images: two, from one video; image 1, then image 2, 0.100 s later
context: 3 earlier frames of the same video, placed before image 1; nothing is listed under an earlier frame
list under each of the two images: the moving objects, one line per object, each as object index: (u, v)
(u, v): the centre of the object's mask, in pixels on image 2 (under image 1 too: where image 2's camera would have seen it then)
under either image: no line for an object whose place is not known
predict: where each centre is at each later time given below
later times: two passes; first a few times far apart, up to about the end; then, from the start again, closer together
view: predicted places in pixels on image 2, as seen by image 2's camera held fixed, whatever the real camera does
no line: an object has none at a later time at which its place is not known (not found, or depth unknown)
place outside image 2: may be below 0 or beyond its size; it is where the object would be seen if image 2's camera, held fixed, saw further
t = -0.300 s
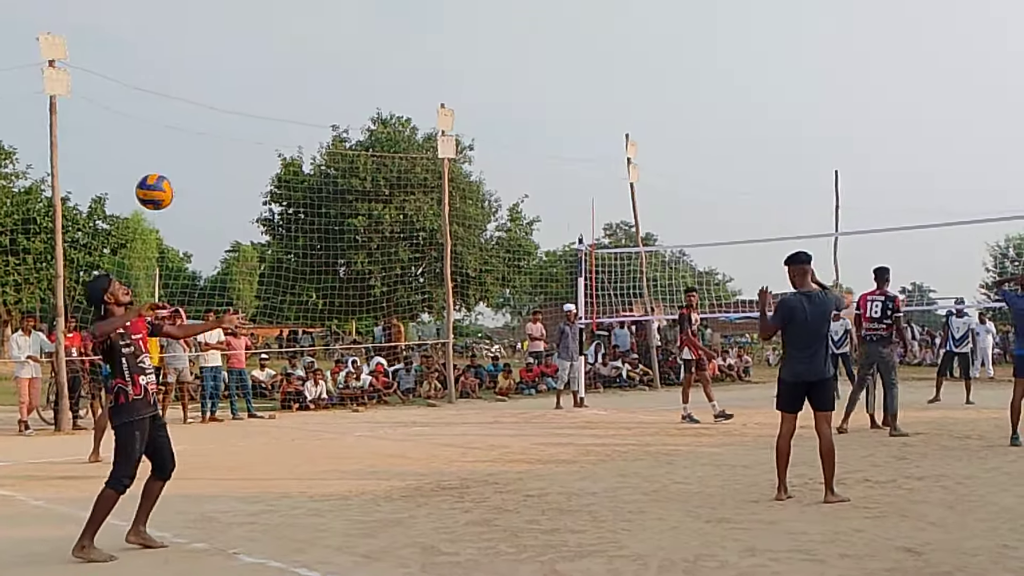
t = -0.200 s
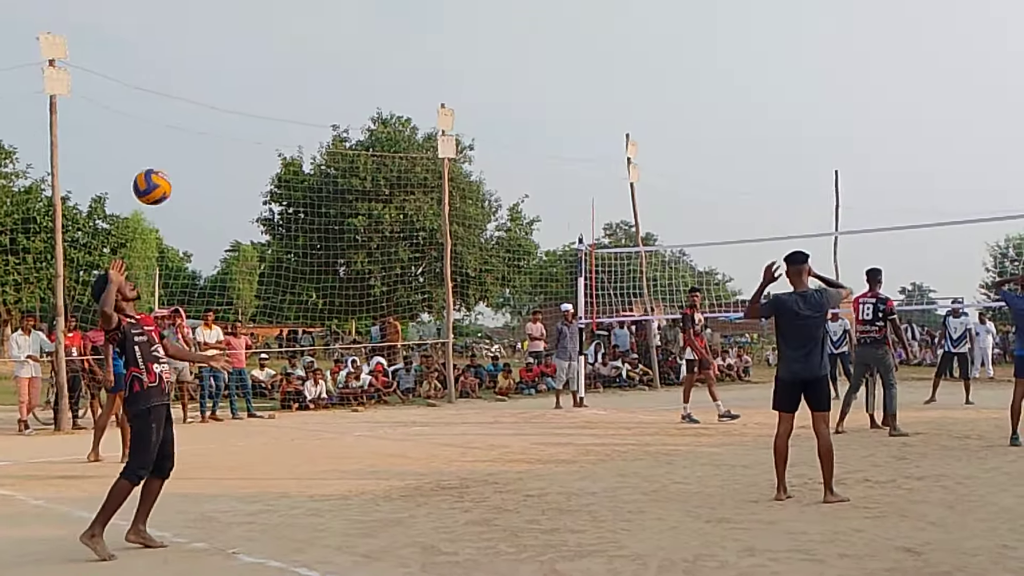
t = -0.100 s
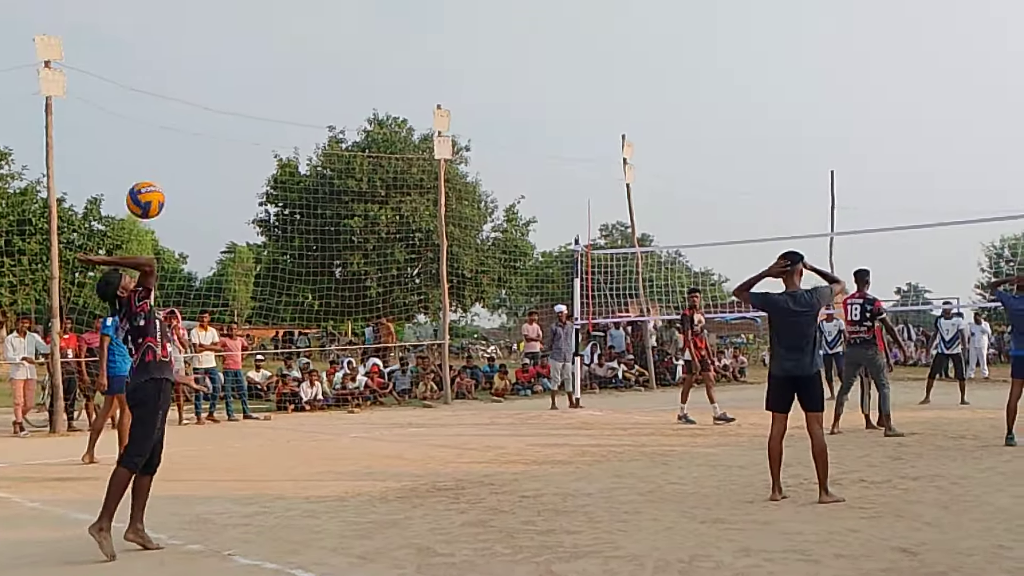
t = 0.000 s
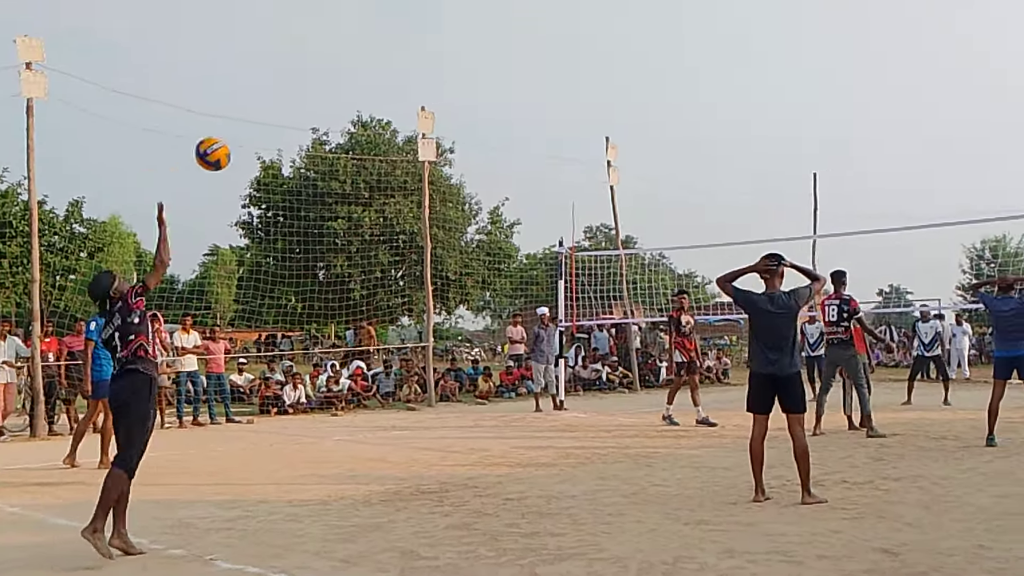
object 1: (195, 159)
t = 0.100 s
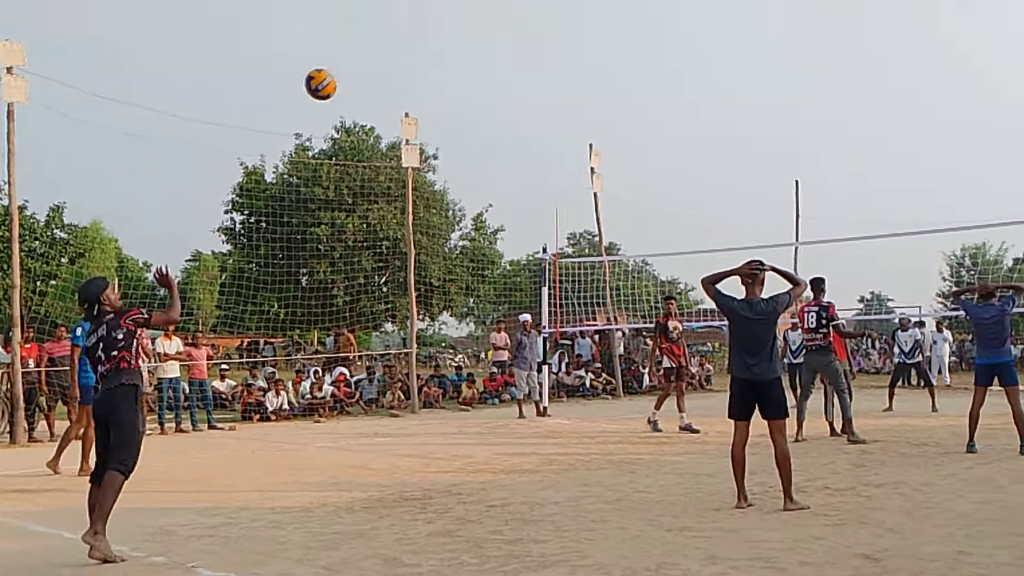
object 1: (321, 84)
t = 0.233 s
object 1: (448, 25)
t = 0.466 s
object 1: (607, 2)
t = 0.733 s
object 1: (742, 32)
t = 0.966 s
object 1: (825, 108)
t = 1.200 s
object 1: (889, 210)
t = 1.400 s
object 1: (934, 308)
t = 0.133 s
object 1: (356, 66)
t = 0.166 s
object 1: (389, 50)
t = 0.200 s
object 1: (420, 37)
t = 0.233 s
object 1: (448, 25)
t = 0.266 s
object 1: (475, 16)
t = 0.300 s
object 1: (502, 10)
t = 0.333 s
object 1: (525, 6)
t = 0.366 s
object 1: (548, 3)
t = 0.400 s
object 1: (570, 2)
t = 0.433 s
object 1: (589, 2)
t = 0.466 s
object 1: (607, 2)
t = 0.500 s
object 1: (627, 2)
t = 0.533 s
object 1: (646, 3)
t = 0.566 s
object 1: (665, 3)
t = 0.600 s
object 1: (682, 6)
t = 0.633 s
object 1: (699, 10)
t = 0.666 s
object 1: (714, 17)
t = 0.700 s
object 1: (728, 24)
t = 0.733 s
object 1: (742, 32)
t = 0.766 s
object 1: (756, 40)
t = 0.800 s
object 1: (769, 50)
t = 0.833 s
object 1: (781, 61)
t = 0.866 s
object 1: (793, 72)
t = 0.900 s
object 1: (804, 83)
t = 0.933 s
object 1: (815, 96)
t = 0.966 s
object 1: (825, 108)
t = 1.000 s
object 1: (835, 121)
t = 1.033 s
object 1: (845, 136)
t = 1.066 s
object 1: (854, 150)
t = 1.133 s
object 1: (872, 180)
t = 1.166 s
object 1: (881, 195)
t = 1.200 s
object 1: (889, 210)
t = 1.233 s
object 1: (896, 226)
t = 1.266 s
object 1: (903, 243)
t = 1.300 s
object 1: (911, 259)
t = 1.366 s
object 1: (926, 293)
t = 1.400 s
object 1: (934, 308)
